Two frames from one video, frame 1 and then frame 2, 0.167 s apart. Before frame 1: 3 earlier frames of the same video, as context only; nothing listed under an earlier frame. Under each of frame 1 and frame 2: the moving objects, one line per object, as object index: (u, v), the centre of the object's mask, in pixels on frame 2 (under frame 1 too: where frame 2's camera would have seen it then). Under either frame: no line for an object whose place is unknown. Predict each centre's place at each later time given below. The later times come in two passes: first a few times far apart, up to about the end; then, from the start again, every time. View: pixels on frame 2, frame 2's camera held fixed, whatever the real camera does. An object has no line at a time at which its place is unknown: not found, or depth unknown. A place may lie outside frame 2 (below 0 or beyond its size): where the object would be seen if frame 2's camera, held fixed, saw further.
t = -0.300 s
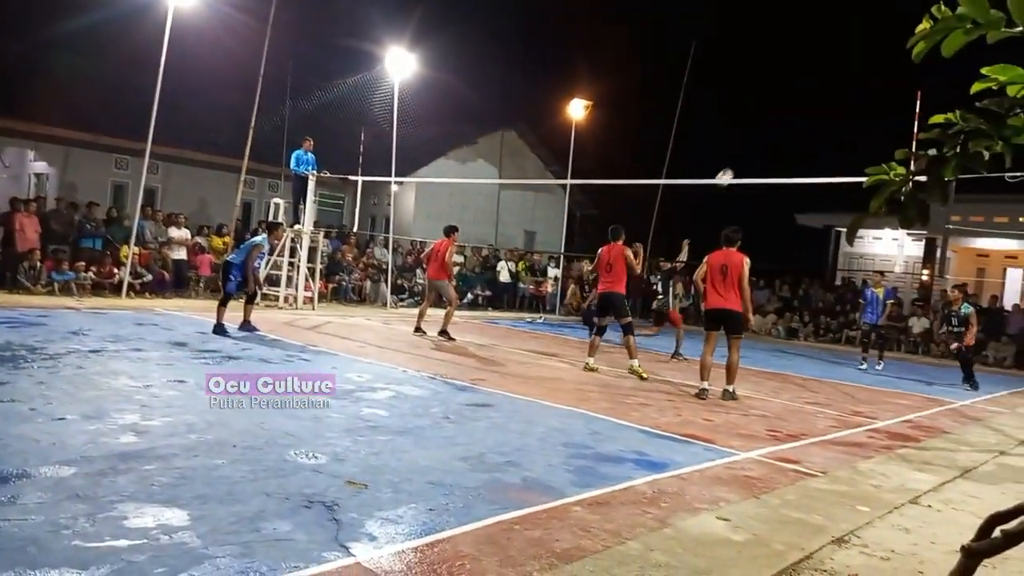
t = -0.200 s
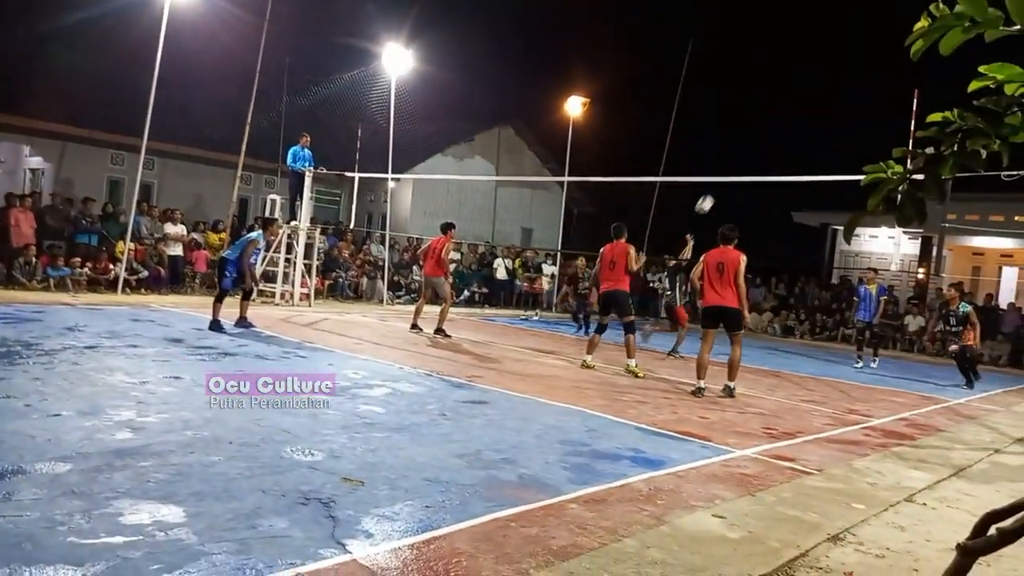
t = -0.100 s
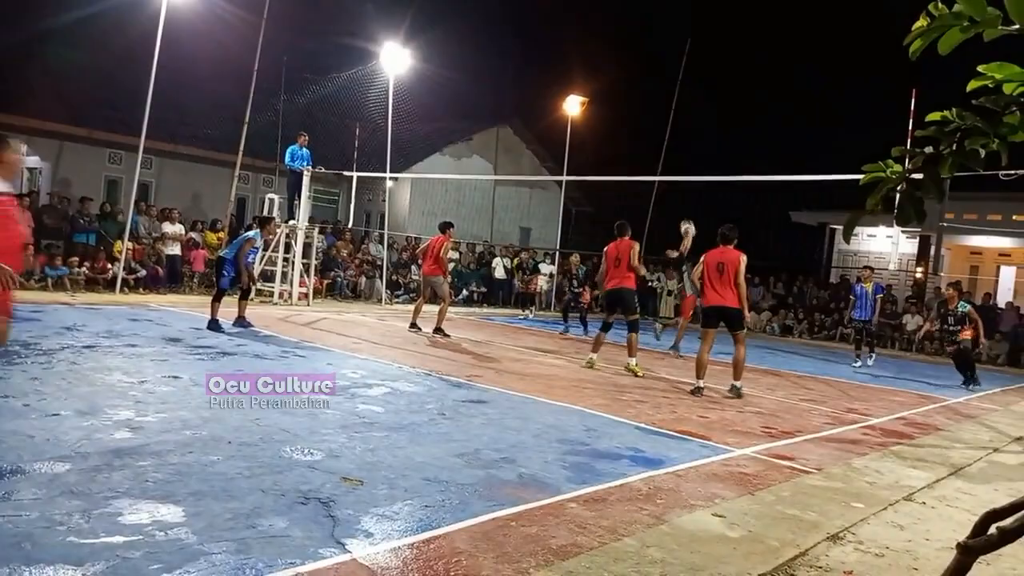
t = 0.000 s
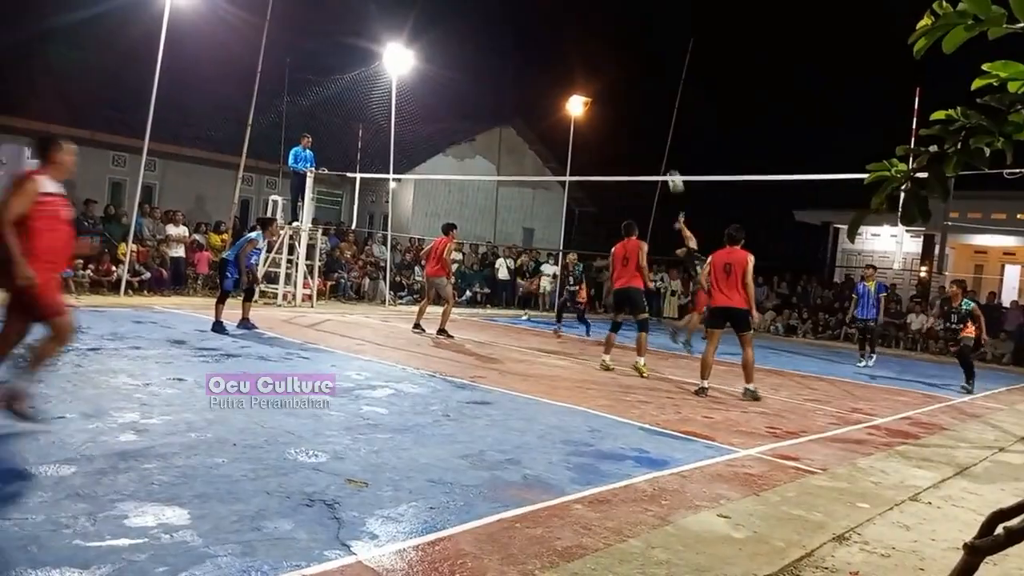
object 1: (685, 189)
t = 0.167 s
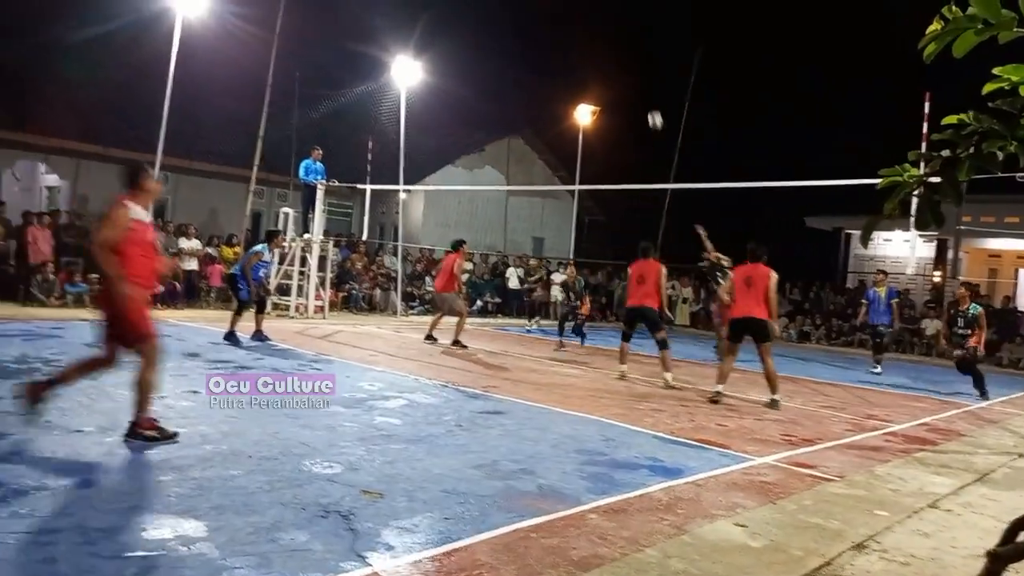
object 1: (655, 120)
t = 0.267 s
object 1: (637, 89)
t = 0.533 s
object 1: (587, 38)
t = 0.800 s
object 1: (537, 35)
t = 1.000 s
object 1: (499, 61)
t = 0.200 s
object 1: (649, 109)
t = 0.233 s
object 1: (643, 98)
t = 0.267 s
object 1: (637, 89)
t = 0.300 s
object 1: (630, 80)
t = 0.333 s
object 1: (624, 72)
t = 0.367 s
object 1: (618, 64)
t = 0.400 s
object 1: (612, 57)
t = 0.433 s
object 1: (606, 51)
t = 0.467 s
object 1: (599, 46)
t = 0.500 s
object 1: (593, 41)
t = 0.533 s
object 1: (587, 38)
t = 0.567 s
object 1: (581, 35)
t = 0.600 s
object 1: (574, 32)
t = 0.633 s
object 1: (568, 31)
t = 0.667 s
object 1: (562, 30)
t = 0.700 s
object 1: (556, 30)
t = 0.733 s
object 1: (549, 31)
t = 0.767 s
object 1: (543, 32)
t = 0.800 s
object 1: (537, 35)
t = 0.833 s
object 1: (530, 37)
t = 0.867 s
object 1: (524, 40)
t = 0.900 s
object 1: (517, 45)
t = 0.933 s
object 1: (511, 50)
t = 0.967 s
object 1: (505, 55)
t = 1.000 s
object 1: (499, 61)
